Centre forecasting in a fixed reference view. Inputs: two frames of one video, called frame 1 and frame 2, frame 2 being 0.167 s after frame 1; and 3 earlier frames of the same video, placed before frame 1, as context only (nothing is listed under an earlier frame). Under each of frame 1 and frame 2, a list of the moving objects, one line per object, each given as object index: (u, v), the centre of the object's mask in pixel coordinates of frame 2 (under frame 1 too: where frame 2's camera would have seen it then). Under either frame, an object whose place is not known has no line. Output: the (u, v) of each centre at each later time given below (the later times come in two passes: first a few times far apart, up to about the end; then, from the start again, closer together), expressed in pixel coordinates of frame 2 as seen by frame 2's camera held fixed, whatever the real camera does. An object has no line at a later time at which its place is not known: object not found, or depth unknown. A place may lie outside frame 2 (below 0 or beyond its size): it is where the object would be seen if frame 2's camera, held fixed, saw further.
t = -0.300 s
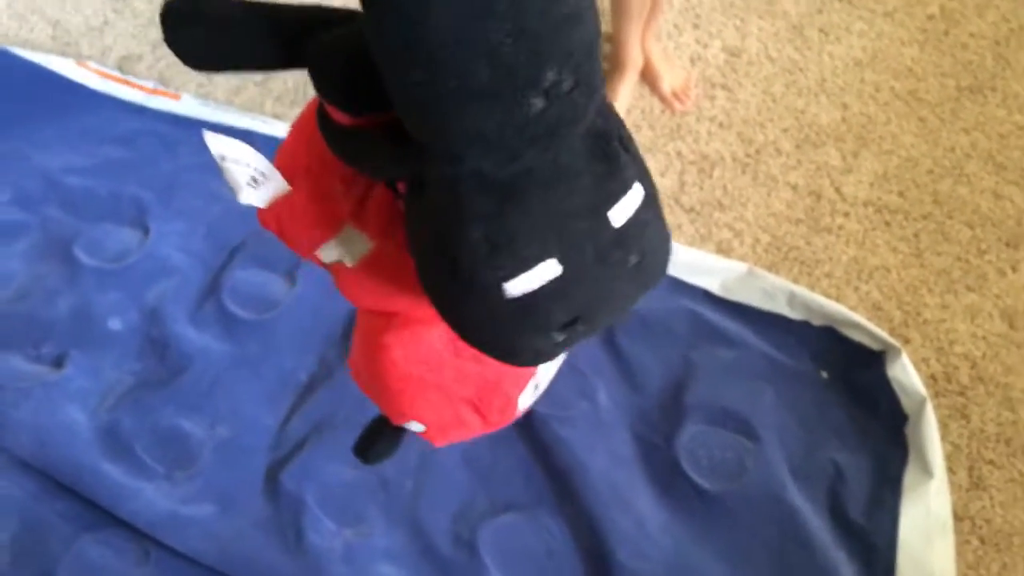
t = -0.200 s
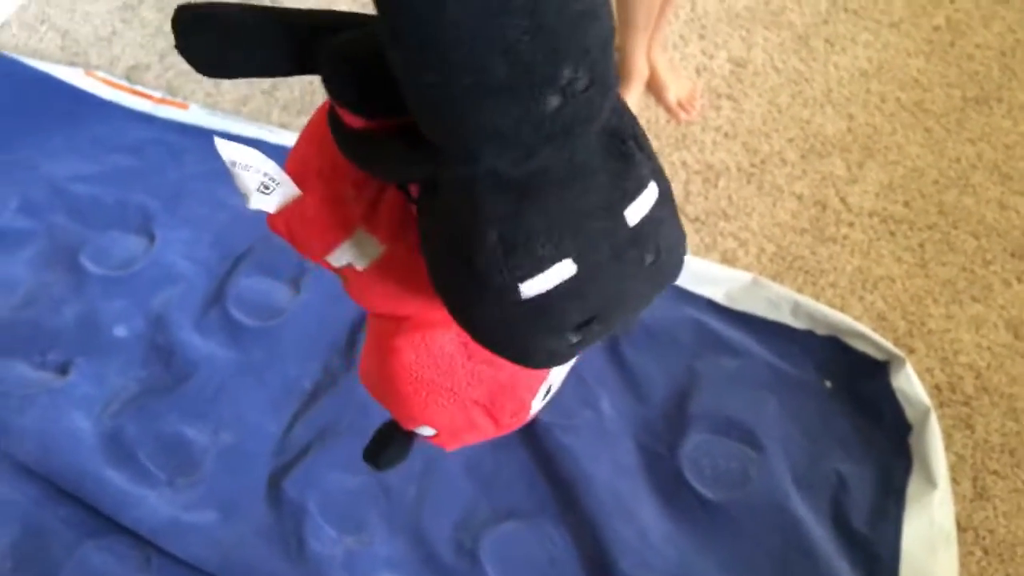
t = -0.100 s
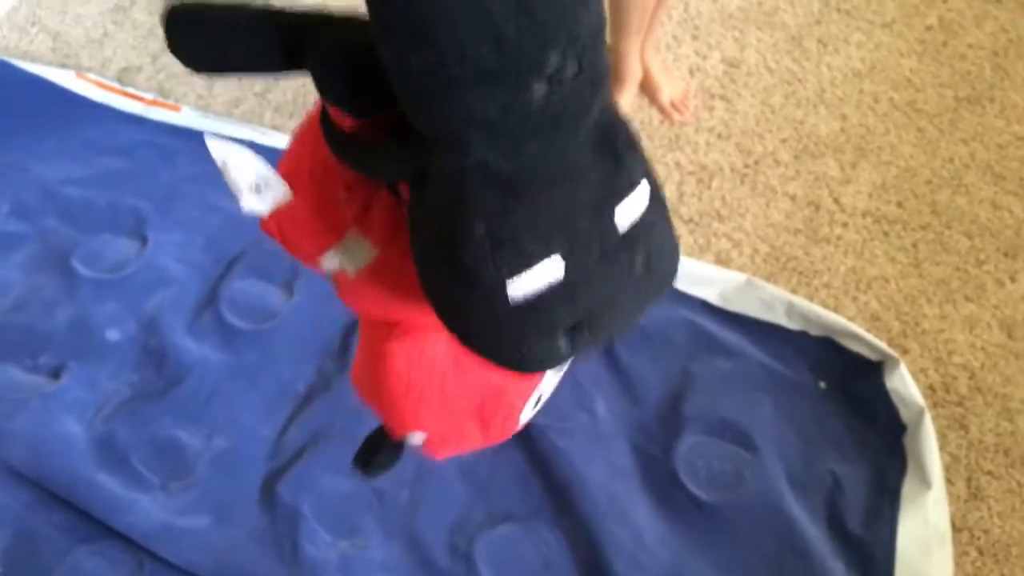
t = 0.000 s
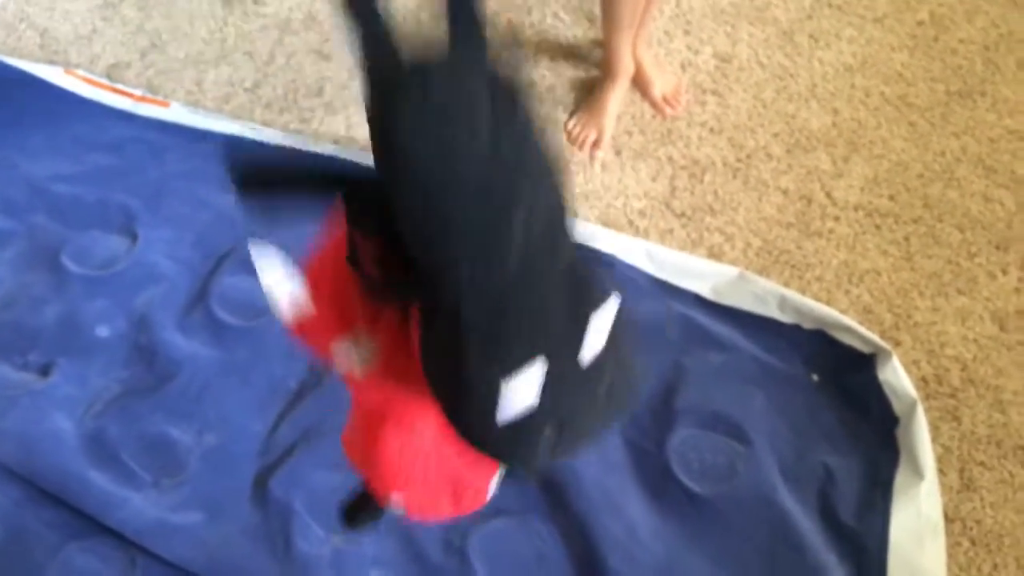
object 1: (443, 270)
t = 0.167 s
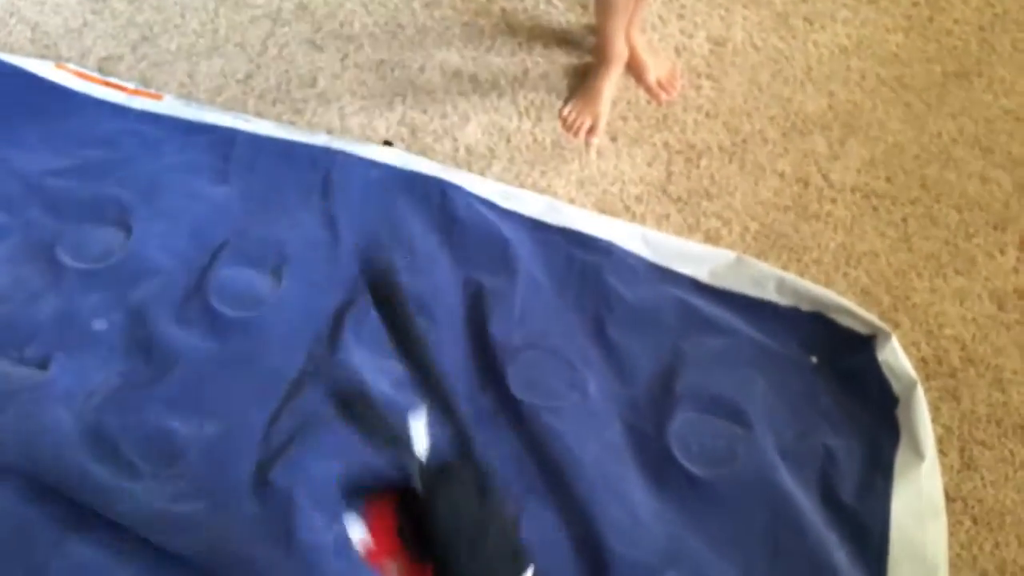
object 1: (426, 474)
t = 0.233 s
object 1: (431, 532)
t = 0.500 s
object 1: (507, 522)
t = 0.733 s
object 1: (521, 508)
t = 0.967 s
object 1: (520, 510)
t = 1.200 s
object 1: (520, 511)
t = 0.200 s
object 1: (428, 507)
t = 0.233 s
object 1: (431, 532)
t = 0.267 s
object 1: (438, 551)
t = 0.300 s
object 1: (463, 558)
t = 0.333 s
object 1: (479, 553)
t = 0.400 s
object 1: (489, 545)
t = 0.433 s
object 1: (494, 536)
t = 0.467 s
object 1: (500, 534)
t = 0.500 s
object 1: (507, 522)
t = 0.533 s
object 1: (515, 511)
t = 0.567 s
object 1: (520, 503)
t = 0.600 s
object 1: (522, 505)
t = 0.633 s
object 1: (522, 508)
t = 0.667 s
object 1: (522, 511)
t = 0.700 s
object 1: (521, 510)
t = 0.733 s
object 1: (521, 508)
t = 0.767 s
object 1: (521, 510)
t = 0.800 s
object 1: (521, 510)
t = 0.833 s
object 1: (521, 510)
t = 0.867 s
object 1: (521, 511)
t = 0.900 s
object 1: (521, 510)
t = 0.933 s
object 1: (521, 510)
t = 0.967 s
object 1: (520, 510)
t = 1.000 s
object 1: (521, 510)
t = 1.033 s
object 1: (521, 510)
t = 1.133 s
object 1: (521, 511)
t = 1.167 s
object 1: (521, 510)
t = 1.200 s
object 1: (520, 511)
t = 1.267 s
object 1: (520, 515)
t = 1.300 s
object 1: (520, 515)
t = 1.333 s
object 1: (520, 512)
